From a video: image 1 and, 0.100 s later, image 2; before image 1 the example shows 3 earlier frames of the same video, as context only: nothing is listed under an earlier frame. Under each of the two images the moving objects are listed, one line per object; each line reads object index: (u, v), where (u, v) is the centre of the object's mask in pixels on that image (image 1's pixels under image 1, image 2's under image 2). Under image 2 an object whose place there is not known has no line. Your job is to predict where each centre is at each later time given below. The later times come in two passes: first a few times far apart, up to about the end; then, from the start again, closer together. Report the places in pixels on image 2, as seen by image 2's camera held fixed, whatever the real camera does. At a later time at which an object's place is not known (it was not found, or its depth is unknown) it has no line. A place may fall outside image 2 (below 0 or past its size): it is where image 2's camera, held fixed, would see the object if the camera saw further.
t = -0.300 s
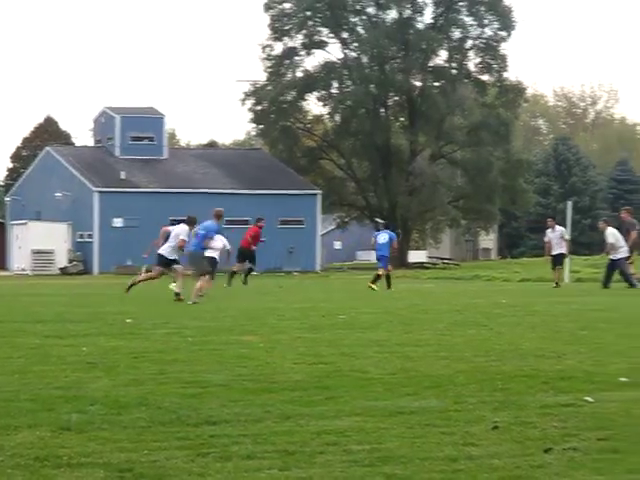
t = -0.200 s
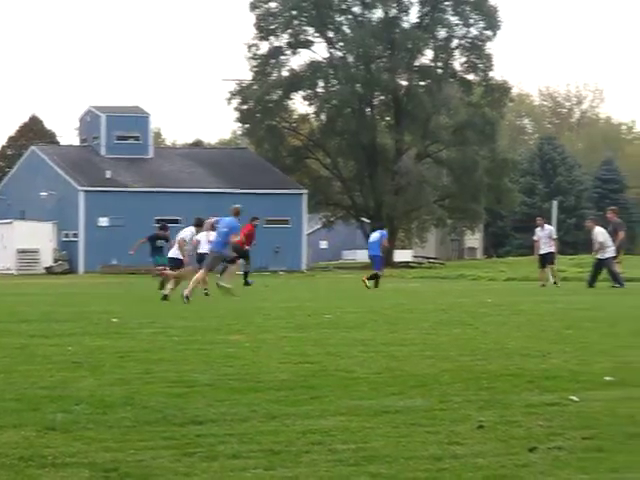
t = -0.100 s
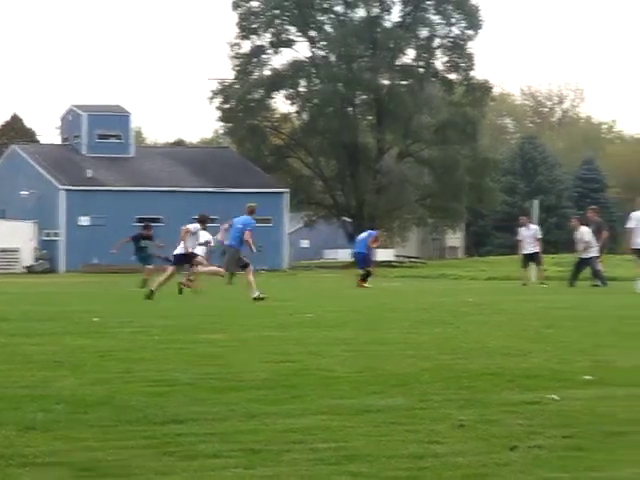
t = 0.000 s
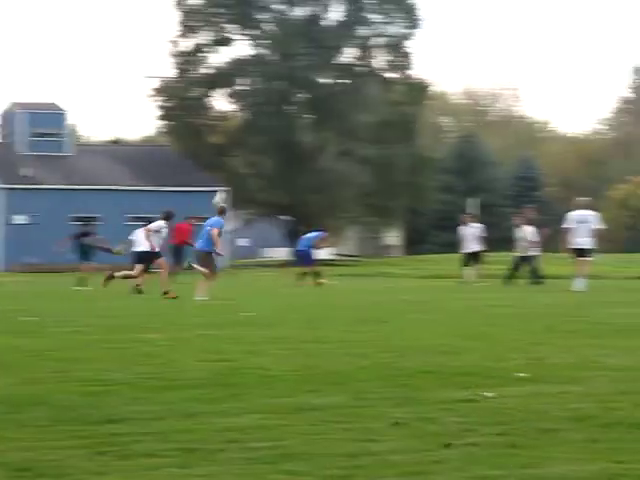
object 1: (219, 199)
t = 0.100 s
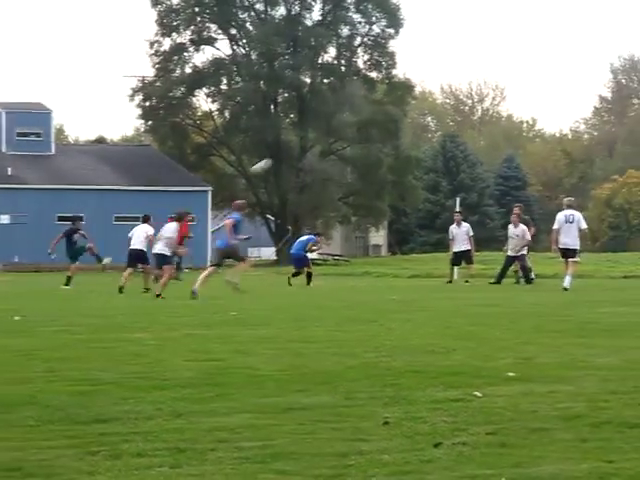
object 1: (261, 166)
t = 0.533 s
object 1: (490, 65)
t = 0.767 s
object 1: (616, 33)
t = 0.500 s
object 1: (474, 70)
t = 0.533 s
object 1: (490, 65)
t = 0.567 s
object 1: (508, 59)
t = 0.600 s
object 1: (524, 53)
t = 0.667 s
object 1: (563, 45)
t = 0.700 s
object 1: (581, 40)
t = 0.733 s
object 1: (598, 36)
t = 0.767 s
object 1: (616, 33)
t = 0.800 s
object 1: (636, 30)
